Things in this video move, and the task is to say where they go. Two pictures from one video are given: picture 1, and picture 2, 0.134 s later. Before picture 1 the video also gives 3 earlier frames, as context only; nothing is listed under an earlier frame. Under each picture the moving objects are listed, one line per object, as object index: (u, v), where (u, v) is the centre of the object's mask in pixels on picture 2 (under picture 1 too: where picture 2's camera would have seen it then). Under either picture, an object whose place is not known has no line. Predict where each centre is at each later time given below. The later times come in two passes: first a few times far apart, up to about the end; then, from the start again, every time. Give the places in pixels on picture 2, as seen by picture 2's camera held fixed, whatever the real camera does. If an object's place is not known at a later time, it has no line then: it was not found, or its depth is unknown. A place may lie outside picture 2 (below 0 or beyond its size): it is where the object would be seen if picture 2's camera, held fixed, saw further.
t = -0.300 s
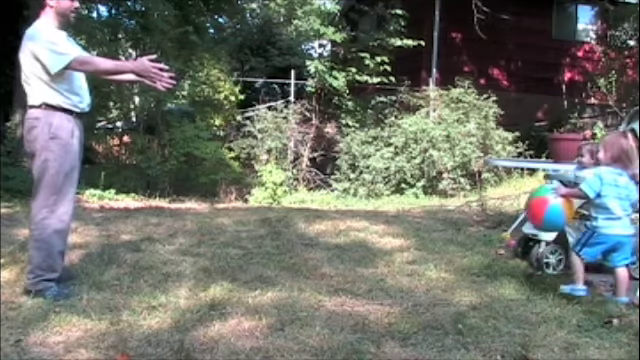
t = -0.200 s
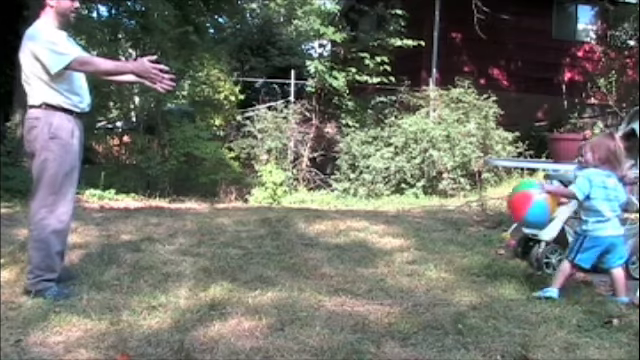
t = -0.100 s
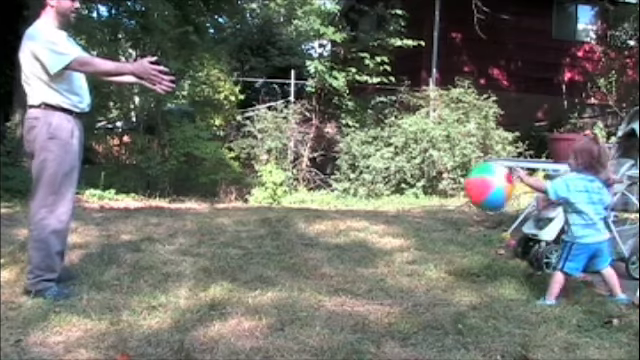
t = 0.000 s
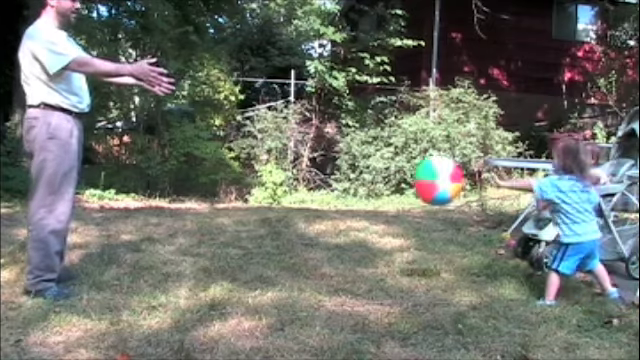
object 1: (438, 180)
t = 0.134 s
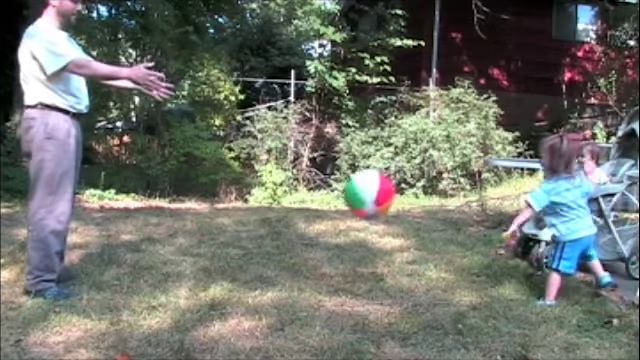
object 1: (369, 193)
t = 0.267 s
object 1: (305, 231)
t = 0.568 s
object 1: (220, 254)
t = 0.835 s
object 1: (167, 272)
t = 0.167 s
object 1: (352, 200)
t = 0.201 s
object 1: (336, 209)
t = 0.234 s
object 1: (320, 220)
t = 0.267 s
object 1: (305, 231)
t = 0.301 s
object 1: (290, 246)
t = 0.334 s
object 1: (274, 262)
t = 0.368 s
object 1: (260, 275)
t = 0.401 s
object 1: (251, 271)
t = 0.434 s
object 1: (245, 265)
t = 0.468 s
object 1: (239, 260)
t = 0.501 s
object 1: (233, 259)
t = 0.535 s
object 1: (226, 255)
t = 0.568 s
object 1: (220, 254)
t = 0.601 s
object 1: (214, 255)
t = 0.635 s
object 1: (206, 257)
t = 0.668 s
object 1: (200, 261)
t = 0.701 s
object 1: (193, 267)
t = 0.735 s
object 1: (187, 274)
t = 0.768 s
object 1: (180, 278)
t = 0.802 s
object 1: (173, 275)
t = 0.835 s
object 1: (167, 272)
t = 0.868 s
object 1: (160, 271)
